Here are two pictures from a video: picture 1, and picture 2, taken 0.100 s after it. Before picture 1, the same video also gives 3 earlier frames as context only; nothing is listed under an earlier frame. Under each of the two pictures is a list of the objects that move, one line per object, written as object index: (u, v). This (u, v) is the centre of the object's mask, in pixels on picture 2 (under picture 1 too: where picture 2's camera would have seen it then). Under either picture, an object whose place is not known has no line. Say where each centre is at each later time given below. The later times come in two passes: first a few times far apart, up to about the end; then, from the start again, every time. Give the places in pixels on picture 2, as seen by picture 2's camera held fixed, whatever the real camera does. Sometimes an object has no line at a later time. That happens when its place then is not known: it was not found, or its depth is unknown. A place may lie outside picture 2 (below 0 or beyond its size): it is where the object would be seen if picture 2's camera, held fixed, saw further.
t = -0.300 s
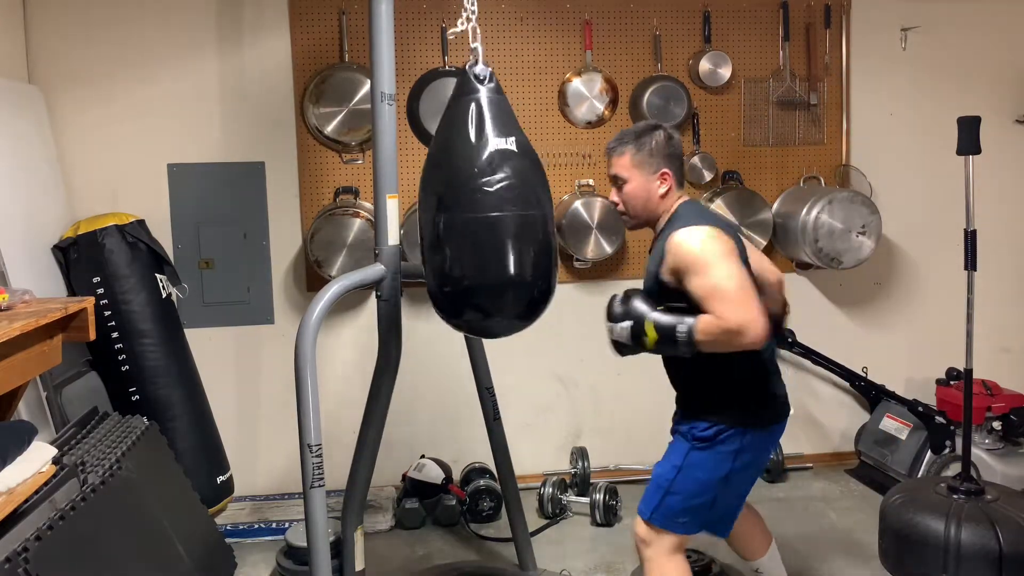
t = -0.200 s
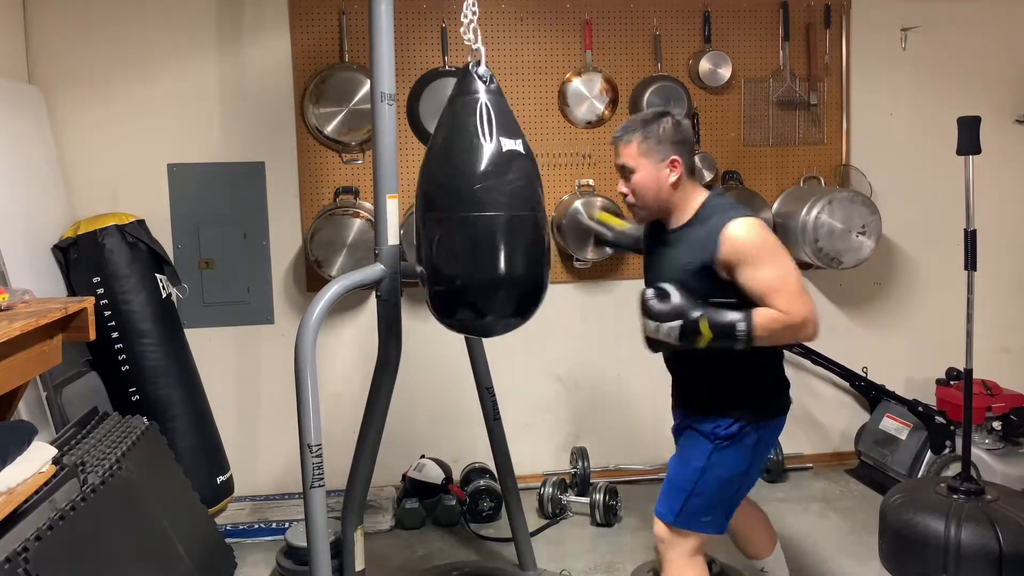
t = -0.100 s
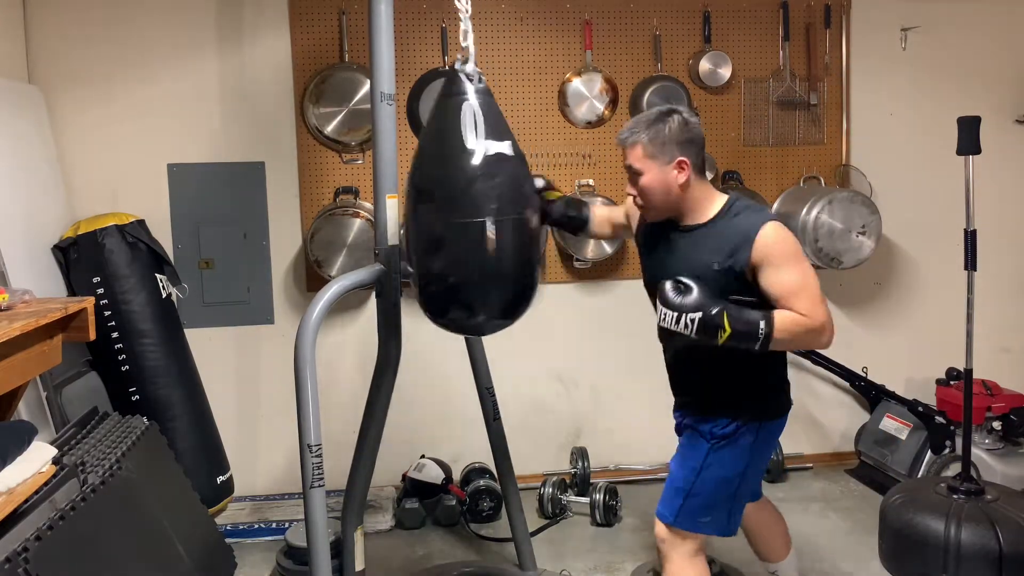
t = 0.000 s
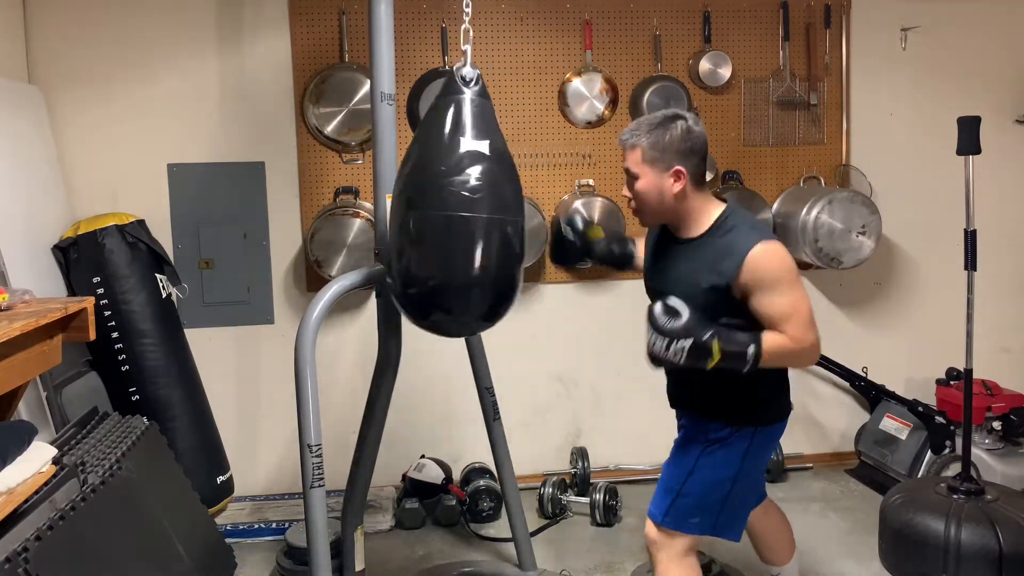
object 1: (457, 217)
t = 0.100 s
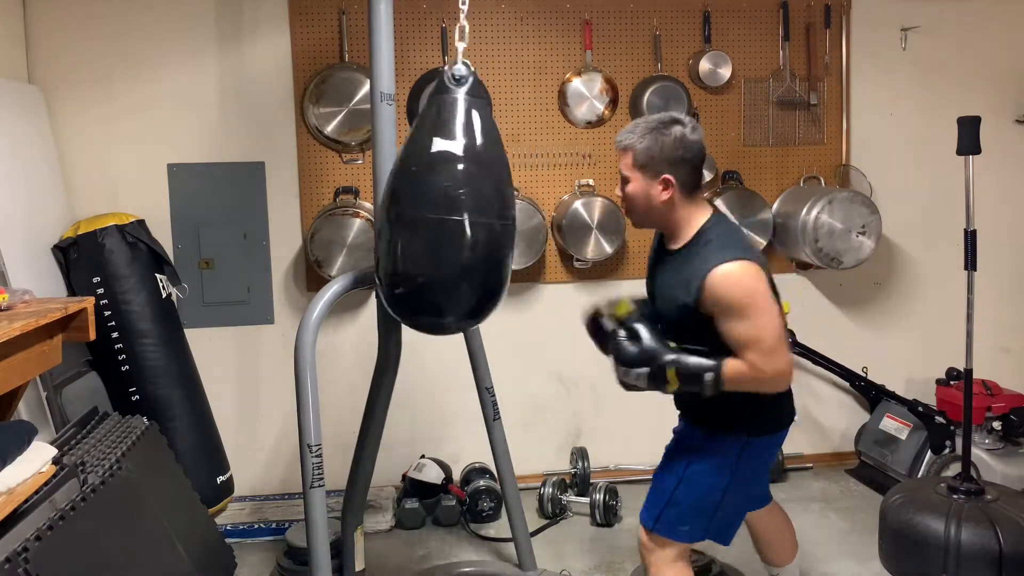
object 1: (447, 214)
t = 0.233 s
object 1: (439, 214)
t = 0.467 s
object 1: (444, 214)
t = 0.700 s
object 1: (471, 213)
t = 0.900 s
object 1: (497, 210)
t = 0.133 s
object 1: (445, 213)
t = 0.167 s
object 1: (442, 216)
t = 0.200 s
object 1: (440, 215)
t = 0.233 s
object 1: (439, 214)
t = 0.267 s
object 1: (438, 213)
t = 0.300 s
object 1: (438, 213)
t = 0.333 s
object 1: (438, 213)
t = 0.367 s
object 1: (438, 213)
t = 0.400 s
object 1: (440, 213)
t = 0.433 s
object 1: (442, 214)
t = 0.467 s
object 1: (444, 214)
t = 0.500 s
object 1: (447, 214)
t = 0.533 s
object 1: (450, 214)
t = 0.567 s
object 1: (454, 212)
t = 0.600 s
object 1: (458, 212)
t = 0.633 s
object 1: (462, 213)
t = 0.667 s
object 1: (466, 213)
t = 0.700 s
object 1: (471, 213)
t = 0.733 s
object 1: (475, 212)
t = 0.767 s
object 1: (480, 212)
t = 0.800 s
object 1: (484, 211)
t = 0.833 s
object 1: (489, 211)
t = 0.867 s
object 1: (493, 211)
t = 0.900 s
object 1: (497, 210)
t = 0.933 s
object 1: (501, 210)
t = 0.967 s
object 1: (504, 209)
